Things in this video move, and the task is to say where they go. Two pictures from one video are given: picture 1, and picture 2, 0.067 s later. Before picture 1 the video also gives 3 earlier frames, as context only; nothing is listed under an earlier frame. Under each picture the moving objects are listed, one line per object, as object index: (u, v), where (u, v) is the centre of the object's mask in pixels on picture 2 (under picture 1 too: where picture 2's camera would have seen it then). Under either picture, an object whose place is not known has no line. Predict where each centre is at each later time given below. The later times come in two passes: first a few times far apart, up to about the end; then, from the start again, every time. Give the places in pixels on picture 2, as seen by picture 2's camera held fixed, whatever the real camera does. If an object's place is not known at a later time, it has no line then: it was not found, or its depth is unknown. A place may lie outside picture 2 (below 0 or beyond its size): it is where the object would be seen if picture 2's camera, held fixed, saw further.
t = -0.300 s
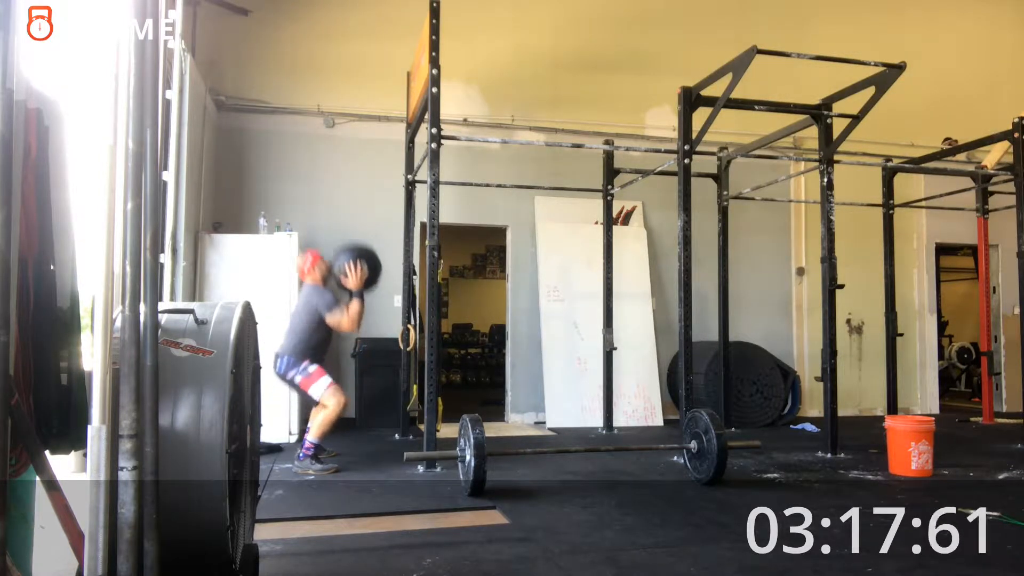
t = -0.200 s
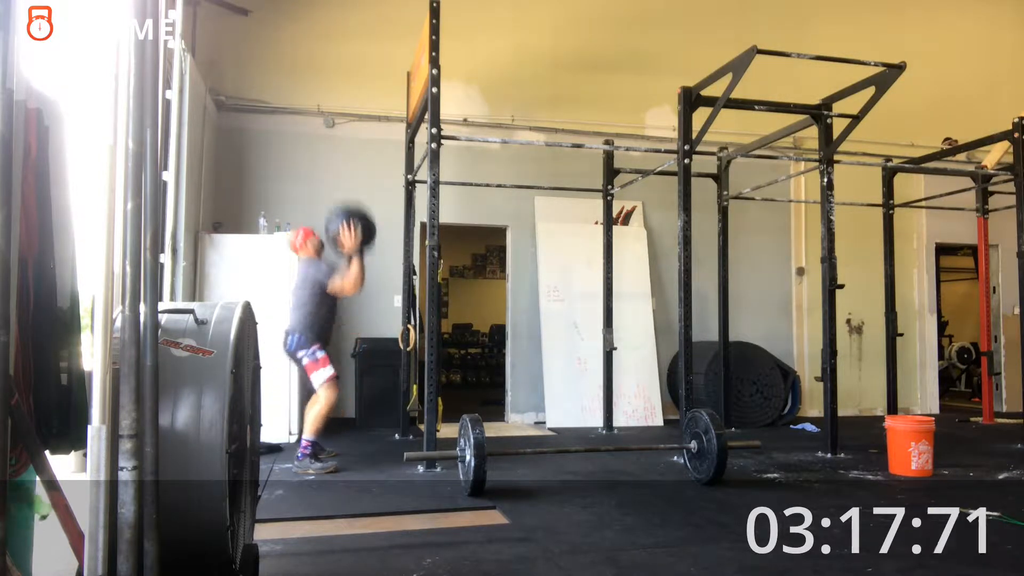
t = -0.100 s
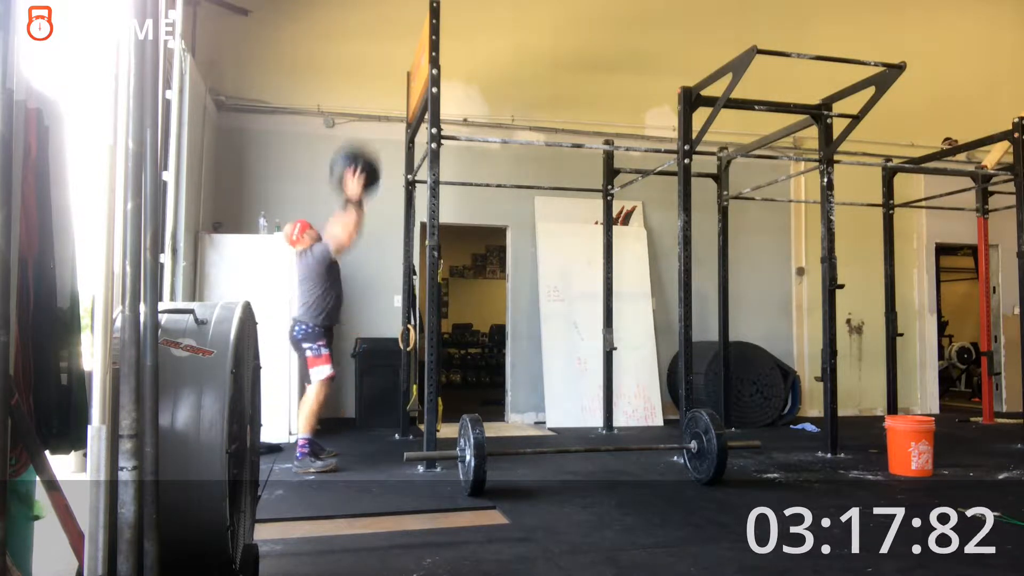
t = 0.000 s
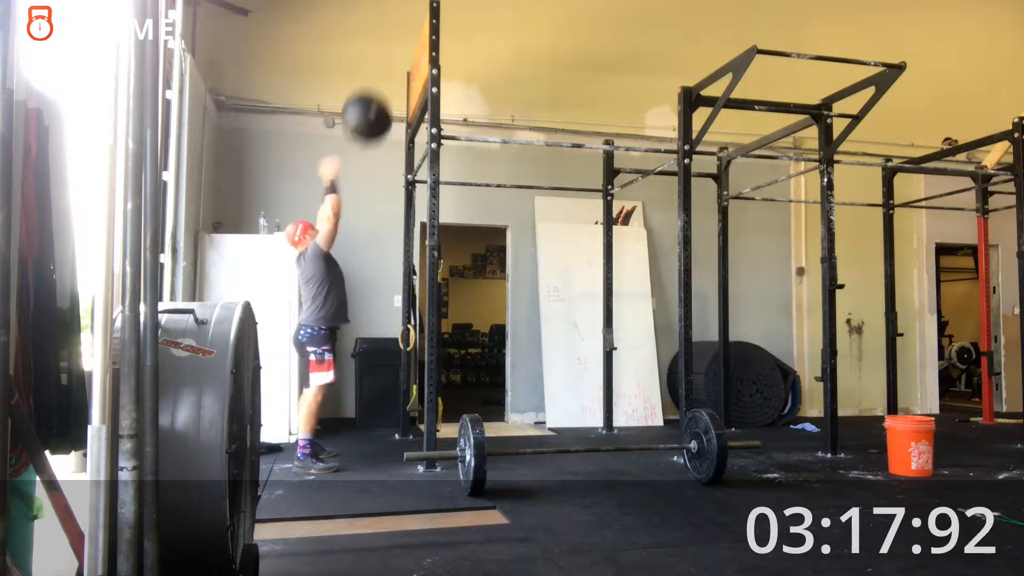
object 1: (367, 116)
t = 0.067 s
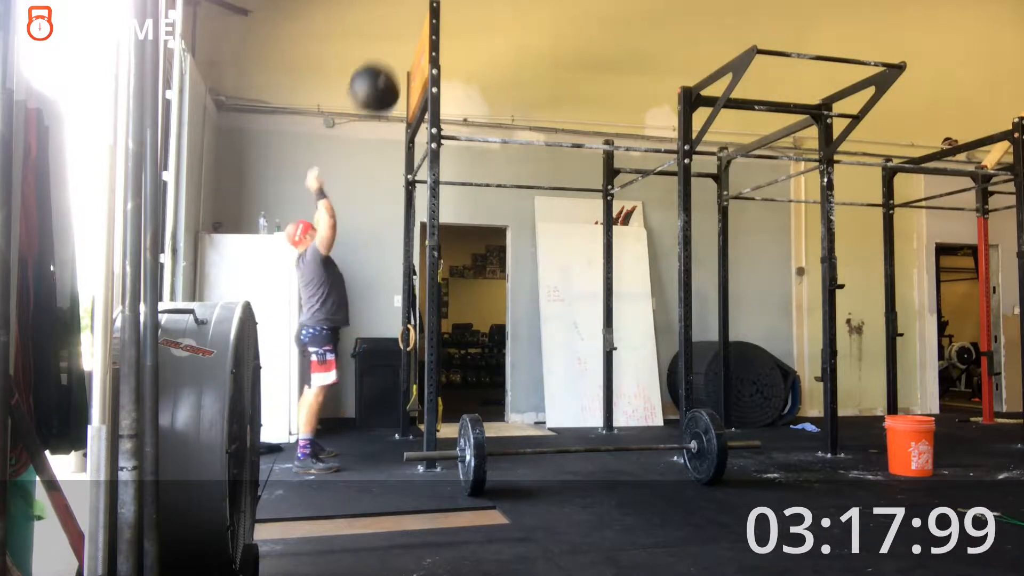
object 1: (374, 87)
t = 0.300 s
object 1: (400, 40)
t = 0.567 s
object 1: (388, 67)
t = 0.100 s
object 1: (378, 77)
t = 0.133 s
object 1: (381, 66)
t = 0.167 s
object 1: (385, 58)
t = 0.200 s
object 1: (389, 51)
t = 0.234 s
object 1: (393, 46)
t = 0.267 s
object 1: (396, 42)
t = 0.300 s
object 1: (400, 40)
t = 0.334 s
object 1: (402, 39)
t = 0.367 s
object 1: (402, 39)
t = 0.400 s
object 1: (400, 40)
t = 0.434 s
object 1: (398, 43)
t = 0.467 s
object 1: (395, 47)
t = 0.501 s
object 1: (393, 52)
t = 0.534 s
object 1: (391, 59)
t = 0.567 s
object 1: (388, 67)
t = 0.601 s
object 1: (386, 77)
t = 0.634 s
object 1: (383, 88)
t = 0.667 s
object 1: (381, 100)
